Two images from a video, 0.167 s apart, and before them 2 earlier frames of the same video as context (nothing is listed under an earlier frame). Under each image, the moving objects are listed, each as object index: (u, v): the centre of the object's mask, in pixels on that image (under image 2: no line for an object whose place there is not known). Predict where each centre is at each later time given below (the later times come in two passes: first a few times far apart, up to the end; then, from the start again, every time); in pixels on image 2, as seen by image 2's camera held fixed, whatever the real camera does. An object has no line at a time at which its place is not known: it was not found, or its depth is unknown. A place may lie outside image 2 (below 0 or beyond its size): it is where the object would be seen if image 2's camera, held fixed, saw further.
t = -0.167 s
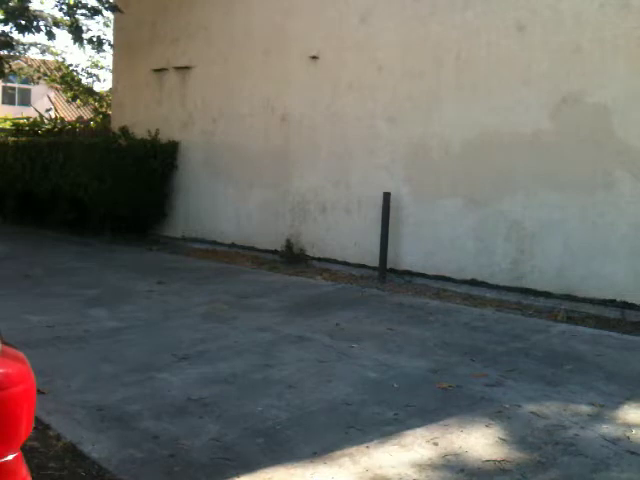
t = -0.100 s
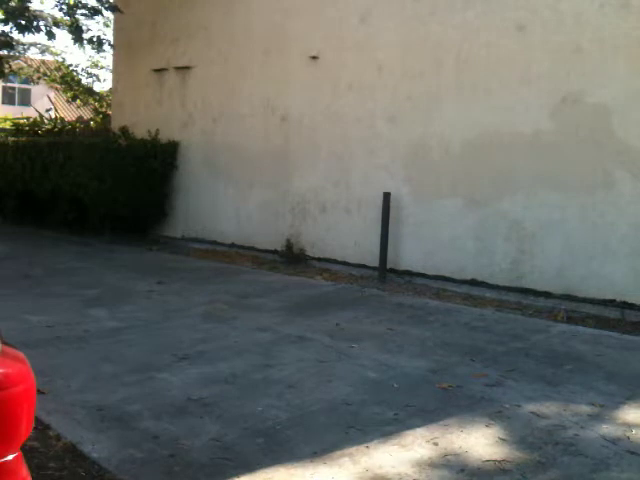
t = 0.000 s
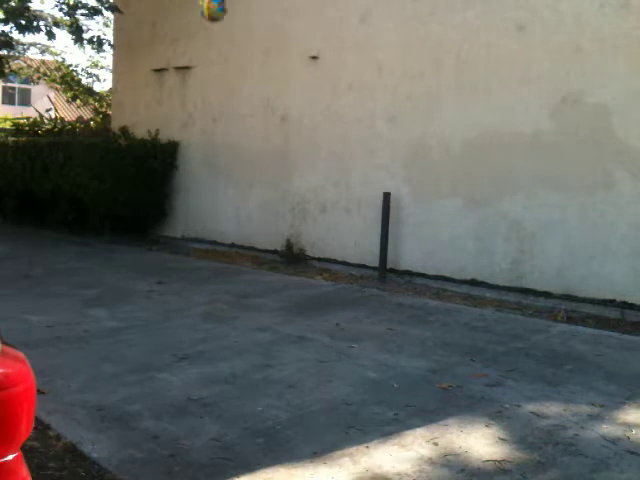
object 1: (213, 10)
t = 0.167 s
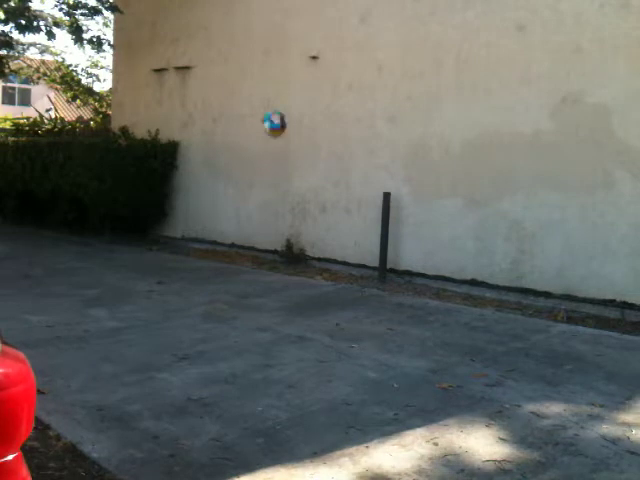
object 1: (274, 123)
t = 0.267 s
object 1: (303, 198)
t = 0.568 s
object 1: (361, 219)
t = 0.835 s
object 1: (399, 133)
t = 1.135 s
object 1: (434, 124)
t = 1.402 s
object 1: (457, 184)
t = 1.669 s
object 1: (441, 246)
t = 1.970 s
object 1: (431, 238)
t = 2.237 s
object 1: (426, 209)
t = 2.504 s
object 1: (418, 246)
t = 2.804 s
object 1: (408, 259)
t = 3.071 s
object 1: (396, 238)
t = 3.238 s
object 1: (387, 262)
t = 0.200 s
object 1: (285, 148)
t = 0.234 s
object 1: (294, 173)
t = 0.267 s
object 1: (303, 198)
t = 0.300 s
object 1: (312, 222)
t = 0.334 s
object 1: (320, 248)
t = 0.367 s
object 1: (327, 273)
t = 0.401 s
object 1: (334, 300)
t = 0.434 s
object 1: (341, 291)
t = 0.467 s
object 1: (345, 270)
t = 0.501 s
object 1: (352, 252)
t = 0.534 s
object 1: (356, 235)
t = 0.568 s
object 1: (361, 219)
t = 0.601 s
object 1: (365, 204)
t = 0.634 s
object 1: (370, 190)
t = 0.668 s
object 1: (374, 178)
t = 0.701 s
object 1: (380, 166)
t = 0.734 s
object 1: (384, 157)
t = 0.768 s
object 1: (389, 147)
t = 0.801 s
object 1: (394, 139)
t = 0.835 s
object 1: (399, 133)
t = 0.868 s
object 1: (403, 128)
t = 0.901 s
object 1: (407, 124)
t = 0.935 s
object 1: (411, 120)
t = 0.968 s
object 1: (415, 118)
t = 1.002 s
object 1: (419, 117)
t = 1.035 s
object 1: (423, 117)
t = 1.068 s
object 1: (427, 118)
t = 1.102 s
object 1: (430, 121)
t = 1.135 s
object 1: (434, 124)
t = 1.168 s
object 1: (438, 129)
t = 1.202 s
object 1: (440, 134)
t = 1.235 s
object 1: (443, 140)
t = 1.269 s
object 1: (446, 147)
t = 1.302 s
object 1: (449, 155)
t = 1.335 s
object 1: (452, 164)
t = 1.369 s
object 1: (455, 174)
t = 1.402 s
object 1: (457, 184)
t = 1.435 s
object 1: (456, 188)
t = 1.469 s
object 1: (453, 193)
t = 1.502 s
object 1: (451, 200)
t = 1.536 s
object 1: (449, 206)
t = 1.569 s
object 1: (447, 214)
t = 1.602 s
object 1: (445, 223)
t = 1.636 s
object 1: (443, 234)
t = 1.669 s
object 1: (441, 246)
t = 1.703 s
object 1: (439, 258)
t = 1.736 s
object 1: (437, 271)
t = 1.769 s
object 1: (434, 284)
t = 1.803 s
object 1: (433, 287)
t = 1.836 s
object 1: (433, 275)
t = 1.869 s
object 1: (433, 265)
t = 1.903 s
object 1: (433, 255)
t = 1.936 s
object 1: (432, 246)
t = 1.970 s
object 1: (431, 238)
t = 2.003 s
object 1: (431, 230)
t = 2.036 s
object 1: (431, 224)
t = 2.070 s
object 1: (430, 219)
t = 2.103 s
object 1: (429, 215)
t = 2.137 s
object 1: (429, 211)
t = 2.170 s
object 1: (428, 210)
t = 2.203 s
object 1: (427, 208)
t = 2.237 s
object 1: (426, 209)
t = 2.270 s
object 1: (425, 209)
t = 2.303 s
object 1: (424, 212)
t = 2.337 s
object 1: (423, 214)
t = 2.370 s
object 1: (422, 219)
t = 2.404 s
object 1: (421, 224)
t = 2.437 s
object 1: (420, 230)
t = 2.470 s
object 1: (419, 238)
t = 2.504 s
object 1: (418, 246)
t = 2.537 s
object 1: (417, 256)
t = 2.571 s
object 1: (416, 266)
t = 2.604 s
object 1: (414, 277)
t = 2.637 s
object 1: (412, 291)
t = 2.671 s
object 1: (411, 293)
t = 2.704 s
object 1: (410, 282)
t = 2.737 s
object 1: (409, 274)
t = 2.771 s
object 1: (409, 267)
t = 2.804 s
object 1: (408, 259)
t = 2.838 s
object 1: (407, 253)
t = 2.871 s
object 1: (405, 247)
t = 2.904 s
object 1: (404, 243)
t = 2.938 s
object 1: (402, 239)
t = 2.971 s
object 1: (401, 238)
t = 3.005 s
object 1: (399, 236)
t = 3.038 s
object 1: (398, 237)
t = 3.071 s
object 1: (396, 238)
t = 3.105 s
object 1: (394, 241)
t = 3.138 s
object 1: (393, 244)
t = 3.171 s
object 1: (391, 249)
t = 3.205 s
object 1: (388, 255)
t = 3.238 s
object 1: (387, 262)
